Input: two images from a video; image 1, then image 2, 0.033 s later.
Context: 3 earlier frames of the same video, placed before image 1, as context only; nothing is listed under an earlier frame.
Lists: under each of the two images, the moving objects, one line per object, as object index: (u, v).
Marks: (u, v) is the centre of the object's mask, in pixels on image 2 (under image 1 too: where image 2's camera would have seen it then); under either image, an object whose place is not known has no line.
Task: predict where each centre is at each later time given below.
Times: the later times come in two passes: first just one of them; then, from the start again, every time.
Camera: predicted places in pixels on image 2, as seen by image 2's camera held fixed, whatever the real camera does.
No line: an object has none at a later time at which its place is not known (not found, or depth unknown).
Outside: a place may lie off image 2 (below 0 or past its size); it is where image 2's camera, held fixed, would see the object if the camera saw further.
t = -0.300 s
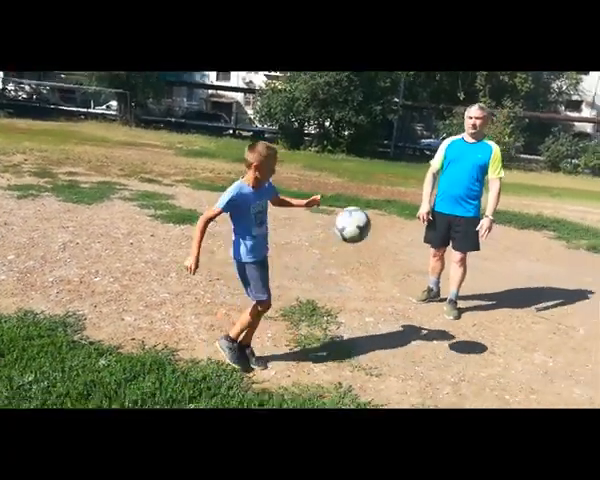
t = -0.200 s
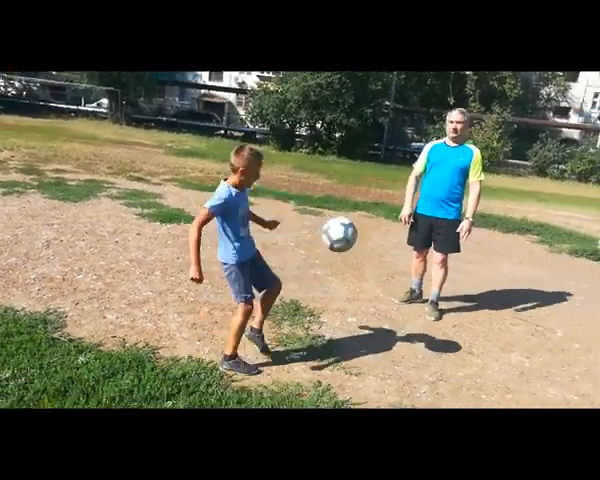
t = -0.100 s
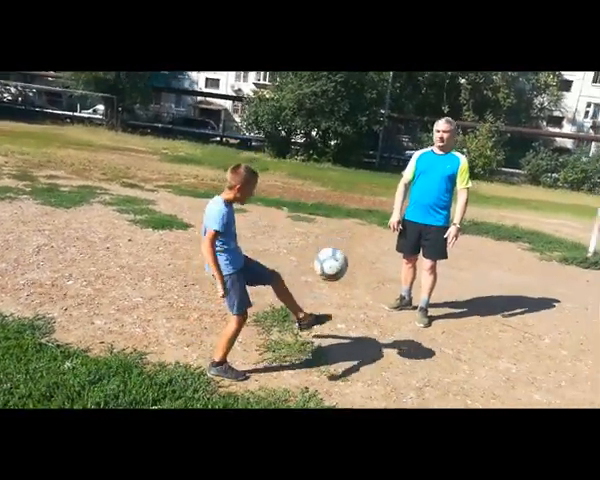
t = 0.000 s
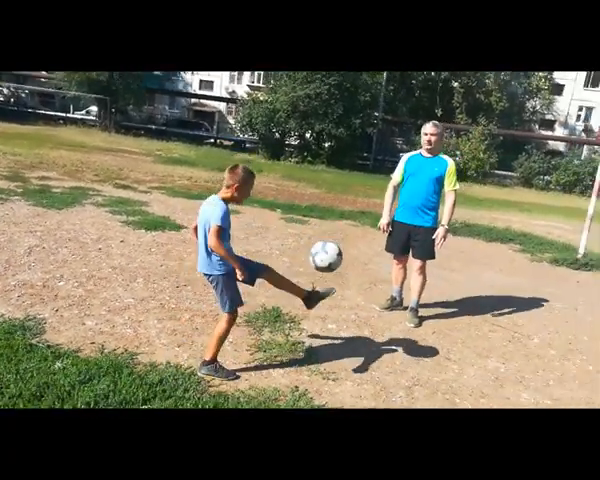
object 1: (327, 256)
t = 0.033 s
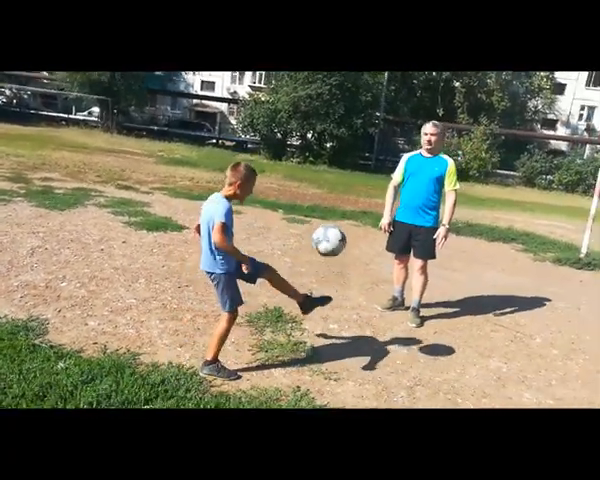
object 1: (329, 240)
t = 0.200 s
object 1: (338, 176)
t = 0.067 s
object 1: (331, 225)
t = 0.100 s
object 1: (332, 210)
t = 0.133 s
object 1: (334, 197)
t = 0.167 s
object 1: (336, 186)
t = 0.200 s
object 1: (338, 176)
